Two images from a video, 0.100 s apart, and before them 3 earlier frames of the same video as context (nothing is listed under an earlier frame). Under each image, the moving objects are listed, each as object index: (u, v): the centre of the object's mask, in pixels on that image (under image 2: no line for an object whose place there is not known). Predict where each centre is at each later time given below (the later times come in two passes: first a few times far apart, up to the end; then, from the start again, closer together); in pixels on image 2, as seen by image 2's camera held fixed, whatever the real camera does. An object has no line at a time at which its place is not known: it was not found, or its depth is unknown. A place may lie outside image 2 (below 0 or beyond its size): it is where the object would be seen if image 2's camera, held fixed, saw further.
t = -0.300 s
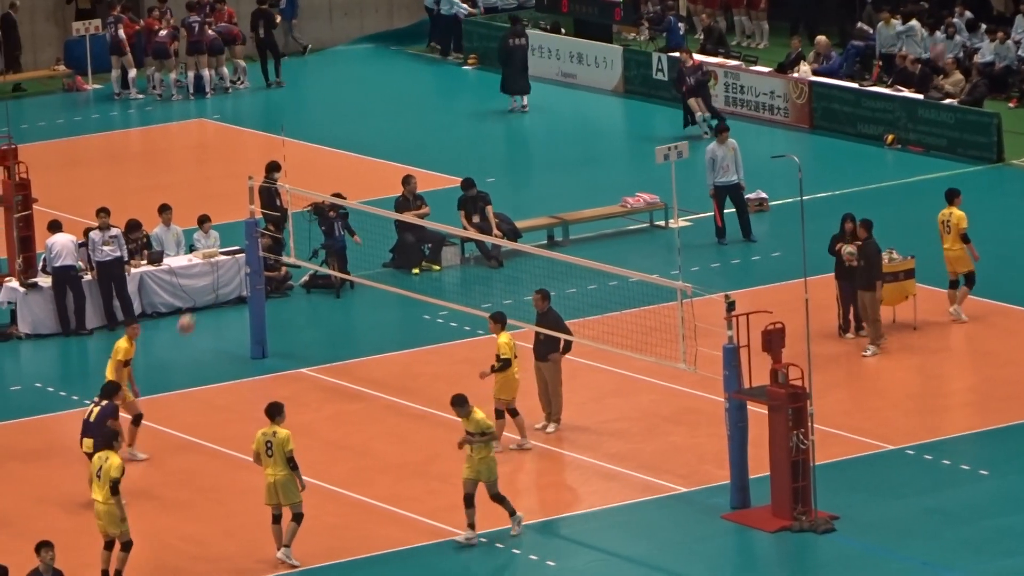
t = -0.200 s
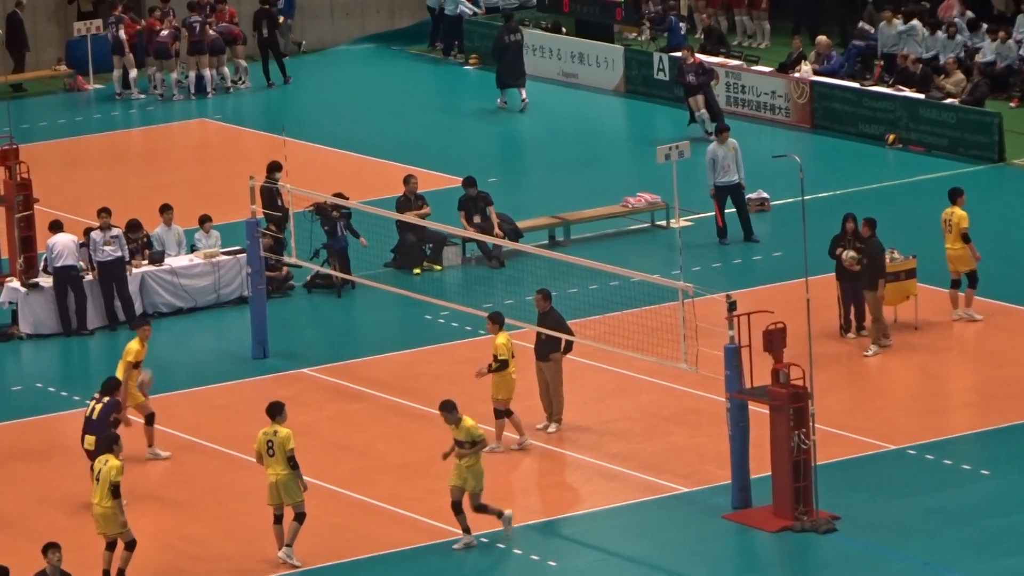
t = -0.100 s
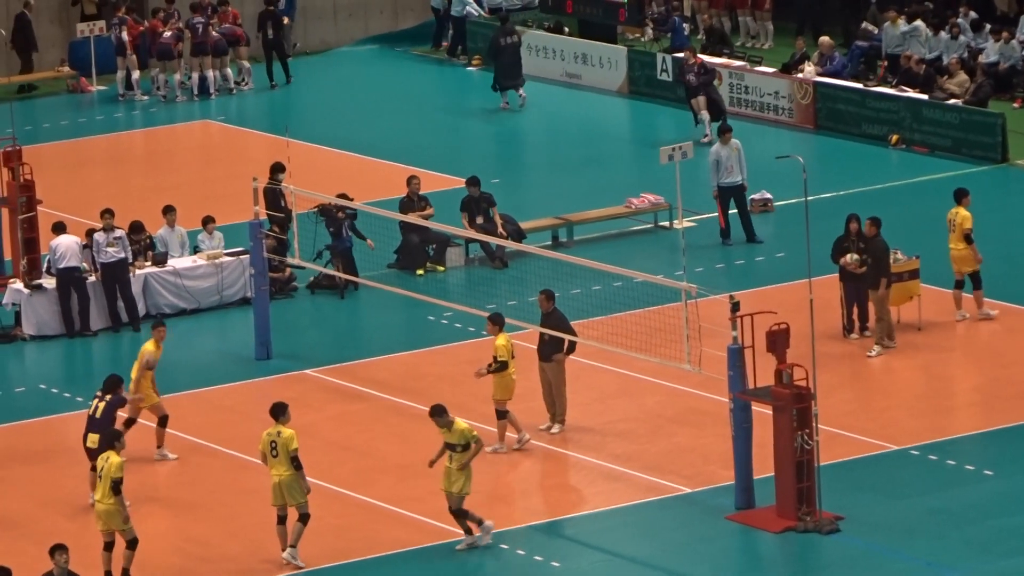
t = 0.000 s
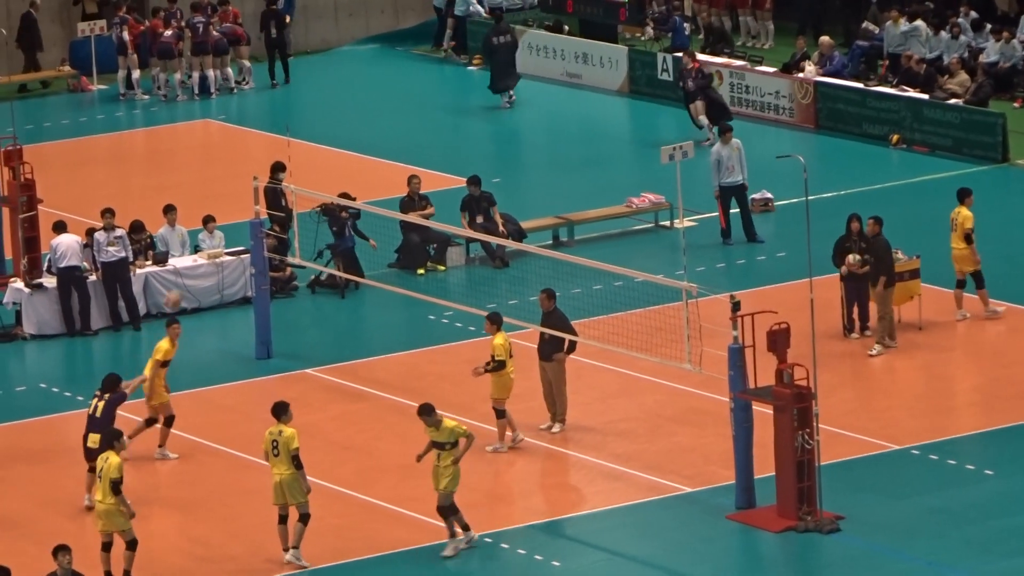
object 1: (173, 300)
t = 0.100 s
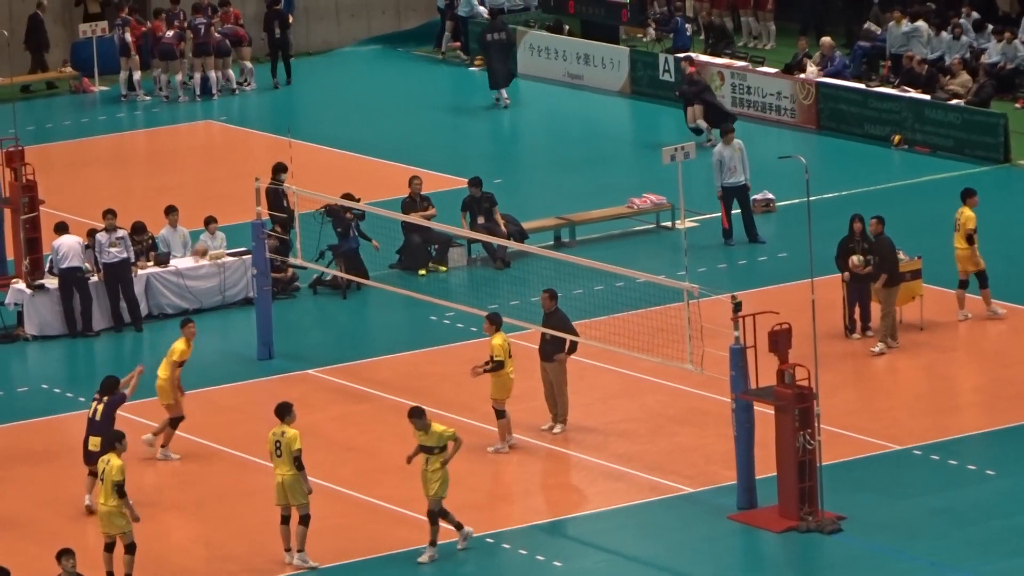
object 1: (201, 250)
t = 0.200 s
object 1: (225, 208)
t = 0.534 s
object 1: (308, 133)
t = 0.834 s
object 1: (383, 145)
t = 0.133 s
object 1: (209, 234)
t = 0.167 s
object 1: (218, 221)
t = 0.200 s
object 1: (225, 208)
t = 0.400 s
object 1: (275, 152)
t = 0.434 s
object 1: (283, 146)
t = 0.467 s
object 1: (291, 141)
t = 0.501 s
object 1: (299, 137)
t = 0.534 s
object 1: (308, 133)
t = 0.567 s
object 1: (316, 131)
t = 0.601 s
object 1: (325, 129)
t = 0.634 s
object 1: (333, 129)
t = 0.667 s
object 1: (341, 130)
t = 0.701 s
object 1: (350, 130)
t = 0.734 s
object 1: (358, 132)
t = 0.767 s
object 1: (367, 136)
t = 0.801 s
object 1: (375, 140)
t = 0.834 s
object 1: (383, 145)
